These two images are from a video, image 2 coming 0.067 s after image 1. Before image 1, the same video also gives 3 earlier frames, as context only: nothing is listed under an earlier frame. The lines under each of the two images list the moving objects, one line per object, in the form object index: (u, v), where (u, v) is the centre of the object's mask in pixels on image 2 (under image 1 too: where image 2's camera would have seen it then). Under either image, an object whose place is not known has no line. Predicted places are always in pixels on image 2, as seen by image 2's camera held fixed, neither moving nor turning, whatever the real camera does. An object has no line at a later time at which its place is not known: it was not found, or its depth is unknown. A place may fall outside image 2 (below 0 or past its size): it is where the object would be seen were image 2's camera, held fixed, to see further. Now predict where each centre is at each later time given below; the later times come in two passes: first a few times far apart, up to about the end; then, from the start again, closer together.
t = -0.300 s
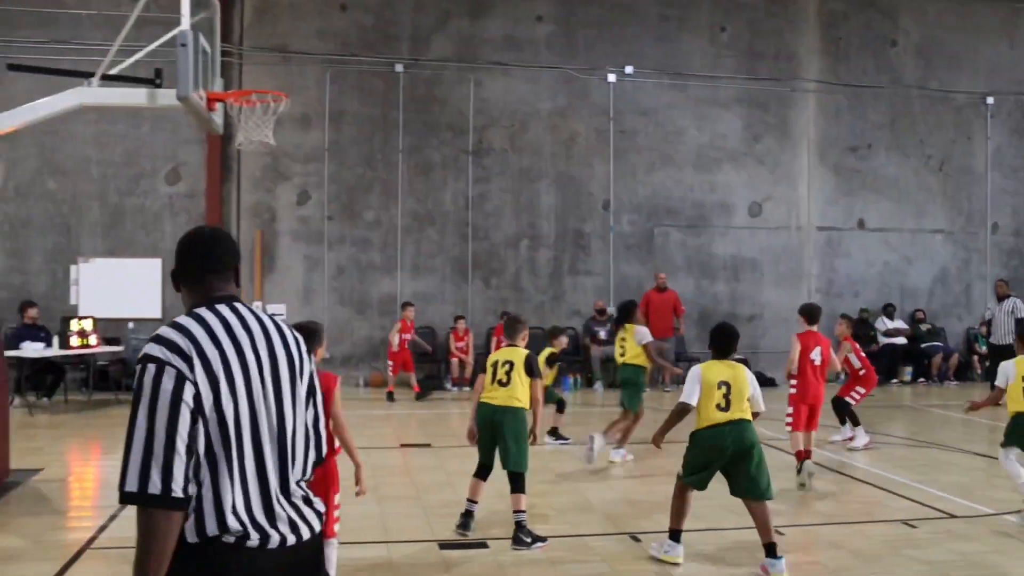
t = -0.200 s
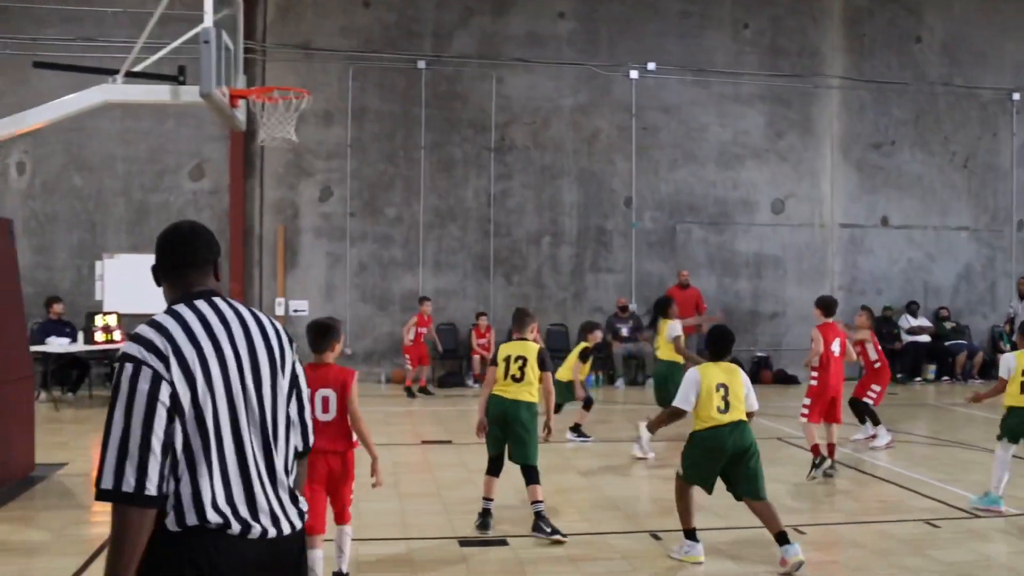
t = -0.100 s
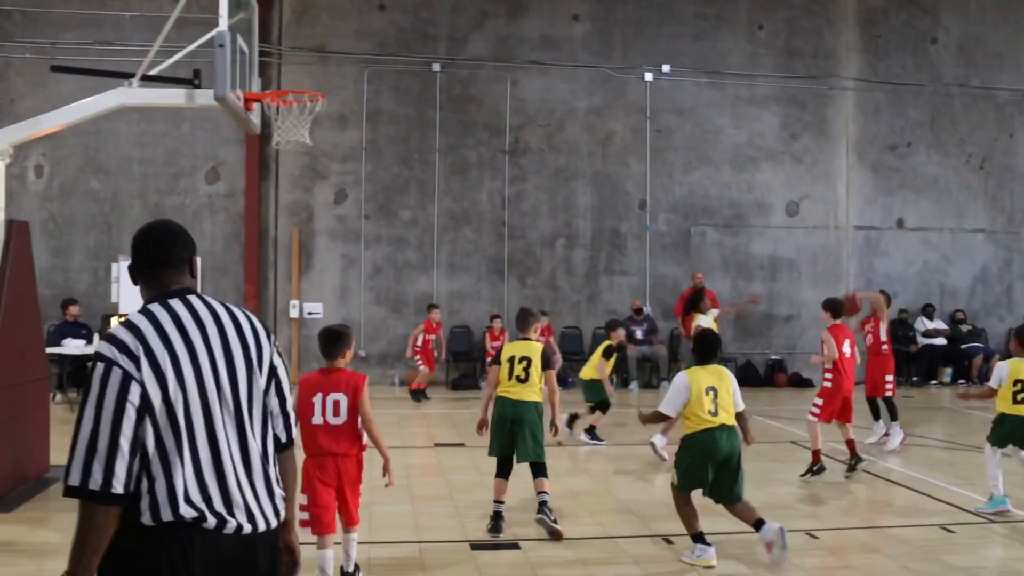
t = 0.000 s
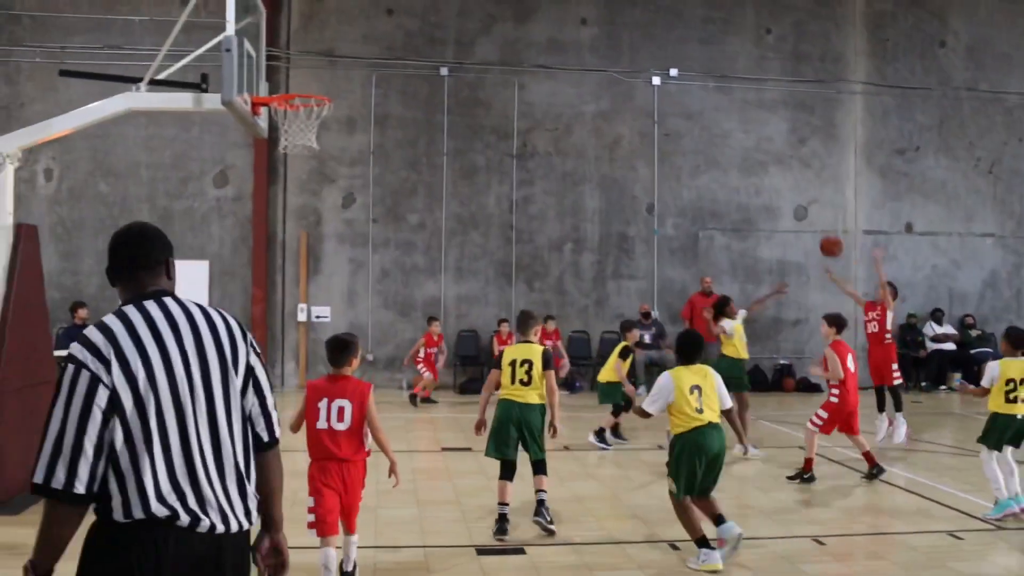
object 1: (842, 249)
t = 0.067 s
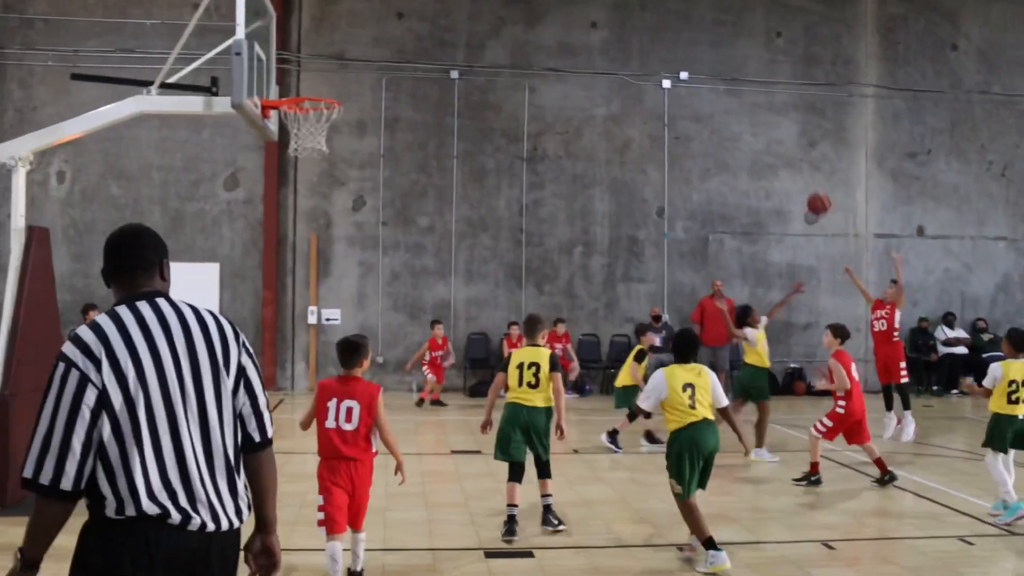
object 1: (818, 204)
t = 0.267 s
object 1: (746, 88)
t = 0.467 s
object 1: (669, 8)
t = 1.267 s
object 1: (316, 97)
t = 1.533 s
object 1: (325, 124)
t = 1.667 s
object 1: (315, 153)
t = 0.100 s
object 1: (806, 182)
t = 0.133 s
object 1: (794, 161)
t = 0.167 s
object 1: (783, 142)
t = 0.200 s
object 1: (770, 123)
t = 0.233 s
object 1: (758, 105)
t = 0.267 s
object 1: (746, 88)
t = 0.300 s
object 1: (733, 71)
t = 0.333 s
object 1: (720, 57)
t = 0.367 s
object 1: (708, 43)
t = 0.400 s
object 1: (695, 30)
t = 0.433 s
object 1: (683, 19)
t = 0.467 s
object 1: (669, 8)
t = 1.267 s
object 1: (316, 97)
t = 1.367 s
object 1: (292, 108)
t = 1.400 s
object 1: (304, 112)
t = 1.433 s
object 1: (317, 114)
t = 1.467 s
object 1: (326, 117)
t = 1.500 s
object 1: (327, 121)
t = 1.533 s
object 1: (325, 124)
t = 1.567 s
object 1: (324, 130)
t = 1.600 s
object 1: (321, 135)
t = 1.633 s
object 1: (316, 144)
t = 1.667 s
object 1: (315, 153)
